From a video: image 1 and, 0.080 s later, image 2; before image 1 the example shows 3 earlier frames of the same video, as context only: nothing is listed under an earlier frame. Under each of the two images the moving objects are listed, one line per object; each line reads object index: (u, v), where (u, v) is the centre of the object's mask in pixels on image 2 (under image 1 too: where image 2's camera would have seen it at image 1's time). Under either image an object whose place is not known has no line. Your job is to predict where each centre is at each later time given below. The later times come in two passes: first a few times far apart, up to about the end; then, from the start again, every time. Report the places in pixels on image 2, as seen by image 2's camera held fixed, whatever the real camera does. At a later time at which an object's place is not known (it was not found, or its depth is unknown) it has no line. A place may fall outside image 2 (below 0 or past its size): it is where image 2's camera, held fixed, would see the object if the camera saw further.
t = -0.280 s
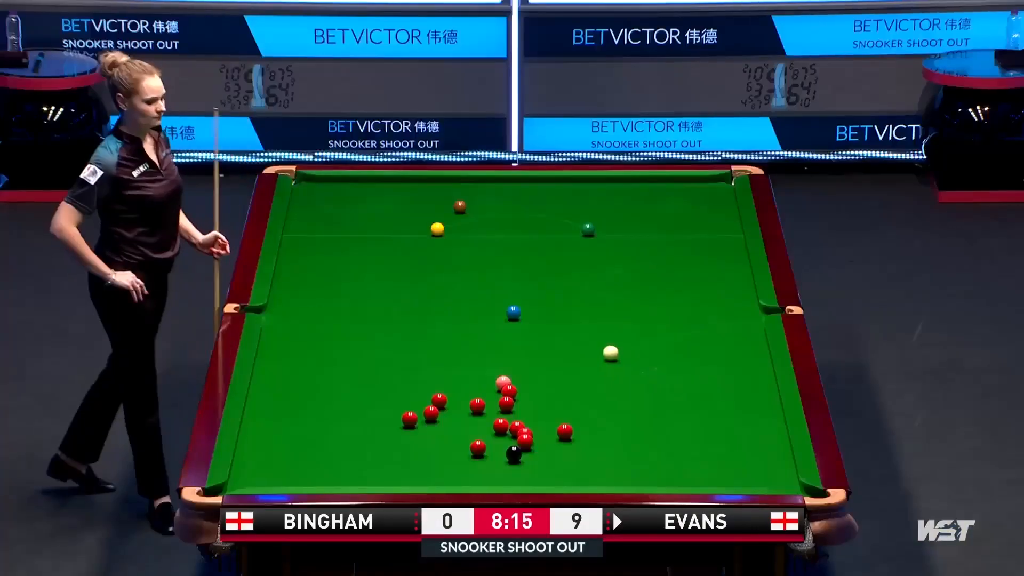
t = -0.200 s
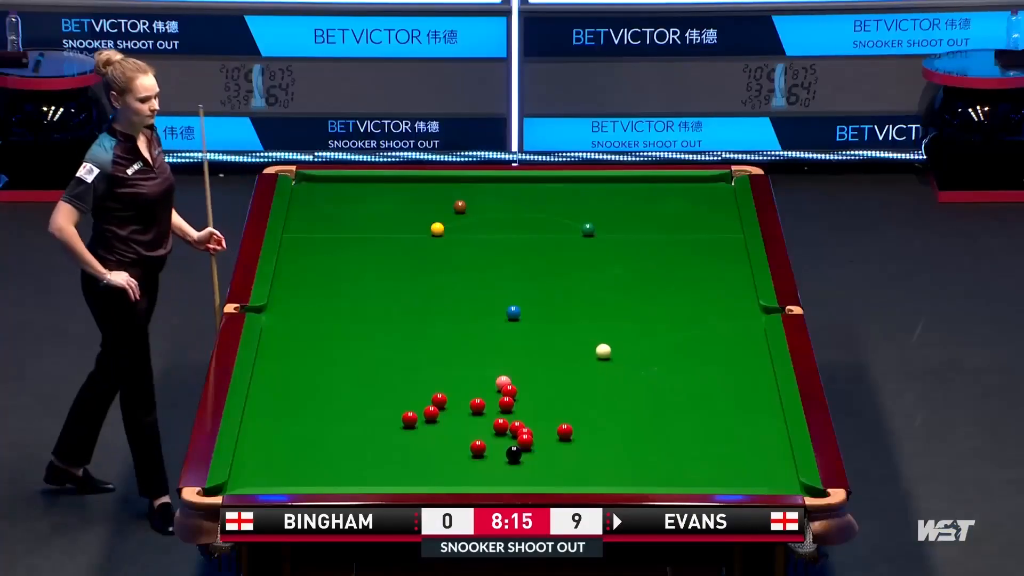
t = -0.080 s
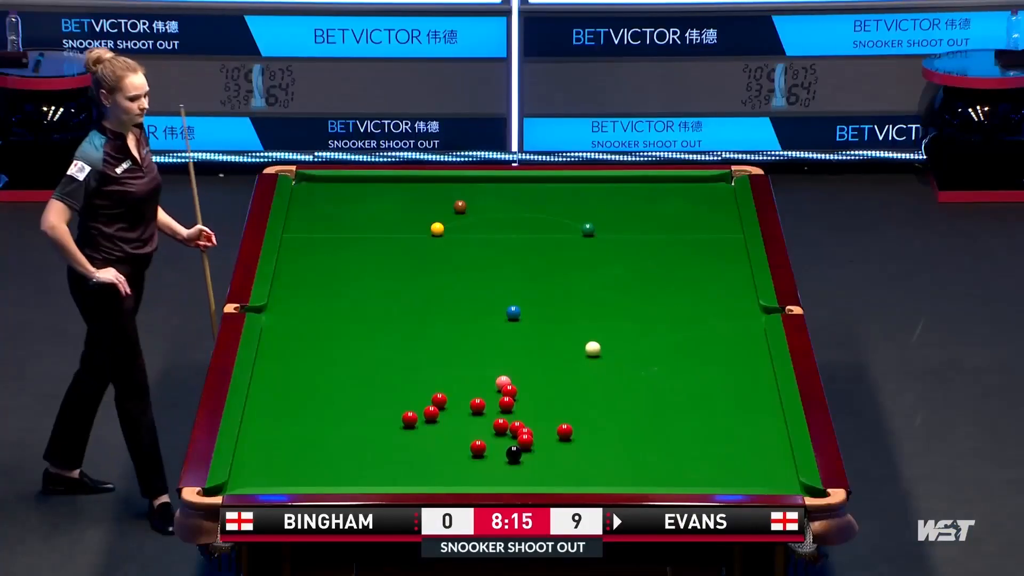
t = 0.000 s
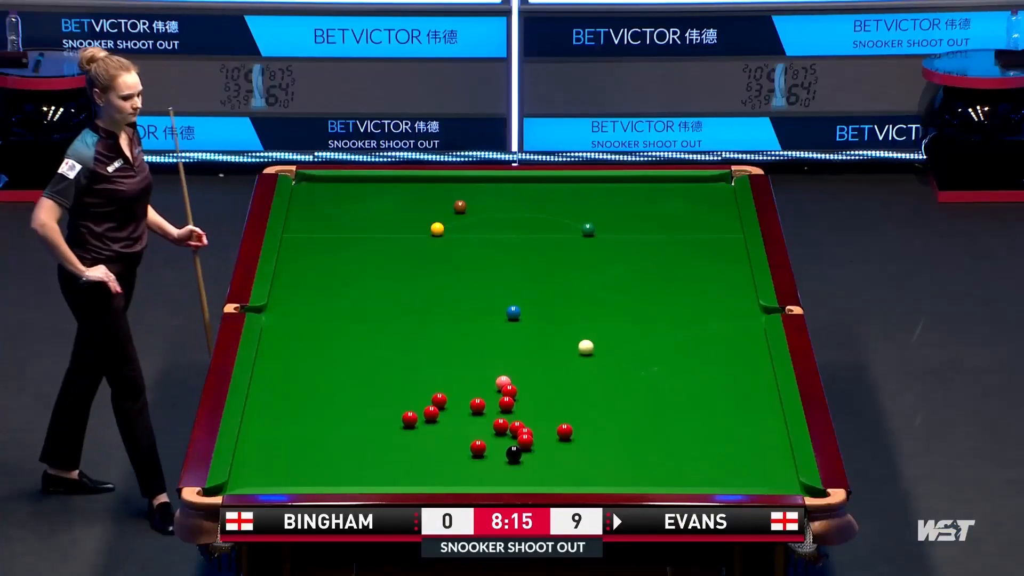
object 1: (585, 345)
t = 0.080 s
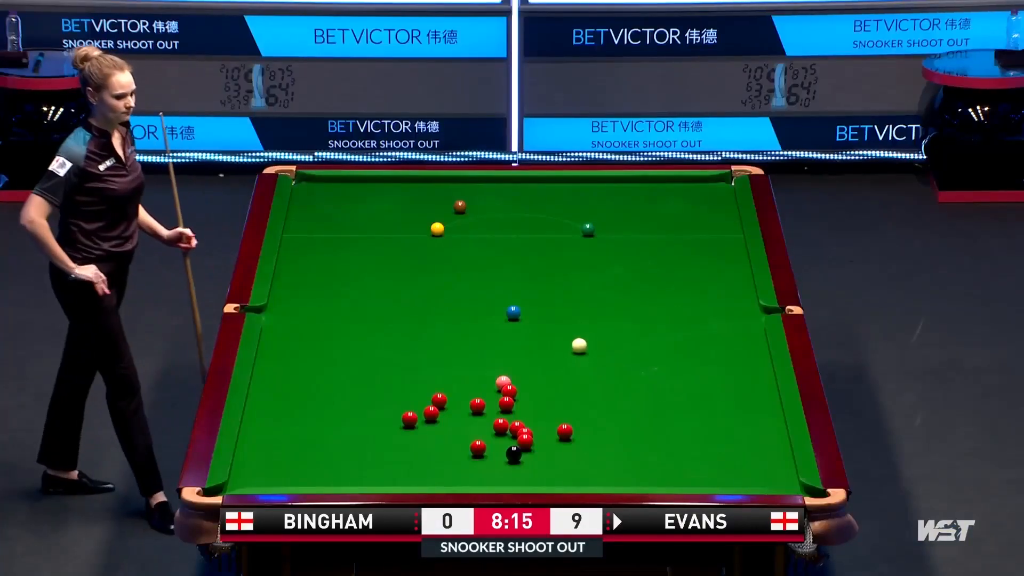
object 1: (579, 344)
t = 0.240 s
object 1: (566, 341)
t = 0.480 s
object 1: (547, 337)
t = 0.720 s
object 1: (530, 332)
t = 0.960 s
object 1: (514, 329)
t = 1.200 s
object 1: (499, 326)
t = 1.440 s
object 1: (485, 323)
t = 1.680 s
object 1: (472, 320)
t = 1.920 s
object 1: (461, 317)
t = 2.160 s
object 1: (450, 315)
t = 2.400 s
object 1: (441, 313)
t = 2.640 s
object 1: (433, 311)
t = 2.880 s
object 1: (425, 310)
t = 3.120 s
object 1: (418, 308)
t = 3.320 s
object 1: (414, 307)
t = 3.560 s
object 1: (409, 307)
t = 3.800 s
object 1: (405, 306)
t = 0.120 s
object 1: (576, 343)
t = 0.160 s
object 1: (572, 342)
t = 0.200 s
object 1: (569, 342)
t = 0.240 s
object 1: (566, 341)
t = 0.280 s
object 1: (563, 340)
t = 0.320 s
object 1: (560, 339)
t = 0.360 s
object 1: (556, 339)
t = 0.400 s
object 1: (553, 338)
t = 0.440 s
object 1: (550, 337)
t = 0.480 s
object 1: (547, 337)
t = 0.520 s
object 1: (544, 336)
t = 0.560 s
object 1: (541, 335)
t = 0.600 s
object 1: (538, 335)
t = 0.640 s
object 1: (536, 334)
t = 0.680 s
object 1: (533, 333)
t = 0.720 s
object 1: (530, 332)
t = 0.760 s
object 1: (527, 332)
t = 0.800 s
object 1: (525, 331)
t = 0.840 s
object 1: (522, 331)
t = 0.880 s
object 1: (519, 330)
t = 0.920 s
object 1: (516, 330)
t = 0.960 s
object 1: (514, 329)
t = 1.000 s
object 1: (511, 329)
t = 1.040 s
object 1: (509, 328)
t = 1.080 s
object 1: (506, 327)
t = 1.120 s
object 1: (504, 327)
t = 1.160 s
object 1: (501, 326)
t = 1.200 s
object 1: (499, 326)
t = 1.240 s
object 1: (496, 325)
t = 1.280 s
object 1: (494, 325)
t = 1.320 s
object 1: (492, 324)
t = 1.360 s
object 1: (490, 323)
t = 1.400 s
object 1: (487, 323)
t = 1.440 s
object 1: (485, 323)
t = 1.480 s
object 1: (483, 322)
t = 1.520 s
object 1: (481, 322)
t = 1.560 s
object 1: (479, 321)
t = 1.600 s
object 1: (477, 321)
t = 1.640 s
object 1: (474, 320)
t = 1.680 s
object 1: (472, 320)
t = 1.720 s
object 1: (470, 319)
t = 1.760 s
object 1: (468, 319)
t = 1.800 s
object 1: (467, 319)
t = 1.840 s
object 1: (465, 318)
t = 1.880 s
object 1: (463, 318)
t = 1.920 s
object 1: (461, 317)
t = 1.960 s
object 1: (459, 317)
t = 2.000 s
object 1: (457, 317)
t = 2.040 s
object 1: (456, 316)
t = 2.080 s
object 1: (454, 316)
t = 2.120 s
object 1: (452, 315)
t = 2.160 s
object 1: (450, 315)
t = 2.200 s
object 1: (449, 315)
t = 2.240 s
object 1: (447, 314)
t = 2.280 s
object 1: (446, 314)
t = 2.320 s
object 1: (444, 314)
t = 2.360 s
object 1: (443, 313)
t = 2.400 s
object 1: (441, 313)
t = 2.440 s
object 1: (440, 313)
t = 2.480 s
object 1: (438, 312)
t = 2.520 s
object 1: (437, 312)
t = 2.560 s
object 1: (435, 312)
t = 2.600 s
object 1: (434, 312)
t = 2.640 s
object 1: (433, 311)
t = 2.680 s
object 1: (431, 311)
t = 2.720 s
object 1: (430, 311)
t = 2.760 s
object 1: (429, 310)
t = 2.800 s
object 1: (427, 310)
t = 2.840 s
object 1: (426, 310)
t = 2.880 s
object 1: (425, 310)
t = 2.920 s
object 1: (424, 309)
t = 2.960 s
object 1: (423, 309)
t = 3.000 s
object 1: (422, 309)
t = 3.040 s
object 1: (420, 309)
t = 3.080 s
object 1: (419, 309)
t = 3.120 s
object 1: (418, 308)
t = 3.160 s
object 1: (417, 308)
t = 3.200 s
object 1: (416, 308)
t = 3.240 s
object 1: (415, 308)
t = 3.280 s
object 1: (414, 308)
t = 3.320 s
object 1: (414, 307)
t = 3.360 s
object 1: (413, 307)
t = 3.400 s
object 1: (412, 307)
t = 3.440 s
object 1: (411, 307)
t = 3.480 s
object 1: (410, 307)
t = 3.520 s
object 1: (410, 307)
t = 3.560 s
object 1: (409, 307)
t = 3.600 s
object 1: (408, 306)
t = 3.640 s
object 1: (408, 306)
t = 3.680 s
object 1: (407, 306)
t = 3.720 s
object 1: (406, 306)
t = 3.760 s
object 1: (406, 306)
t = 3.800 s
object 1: (405, 306)
